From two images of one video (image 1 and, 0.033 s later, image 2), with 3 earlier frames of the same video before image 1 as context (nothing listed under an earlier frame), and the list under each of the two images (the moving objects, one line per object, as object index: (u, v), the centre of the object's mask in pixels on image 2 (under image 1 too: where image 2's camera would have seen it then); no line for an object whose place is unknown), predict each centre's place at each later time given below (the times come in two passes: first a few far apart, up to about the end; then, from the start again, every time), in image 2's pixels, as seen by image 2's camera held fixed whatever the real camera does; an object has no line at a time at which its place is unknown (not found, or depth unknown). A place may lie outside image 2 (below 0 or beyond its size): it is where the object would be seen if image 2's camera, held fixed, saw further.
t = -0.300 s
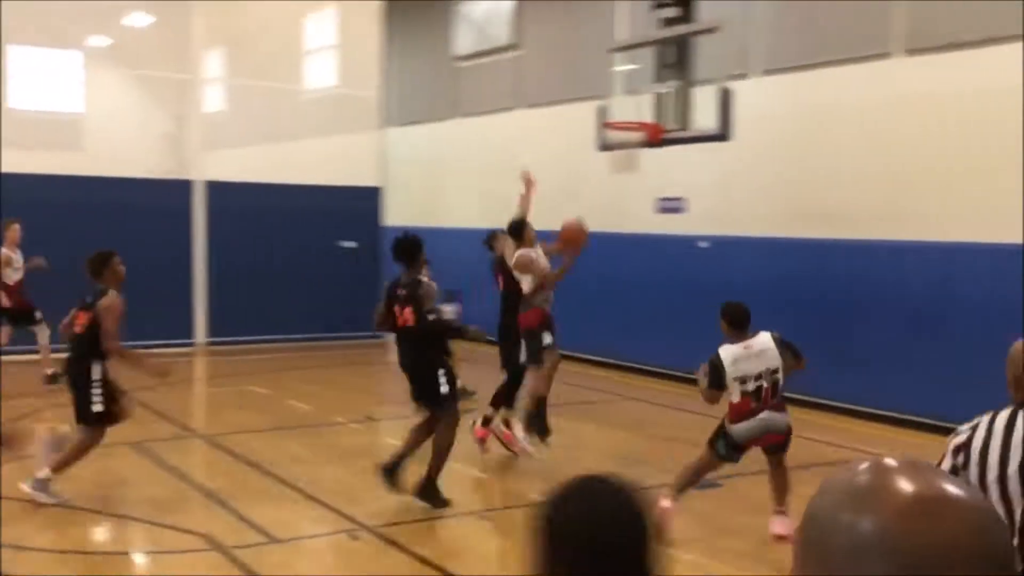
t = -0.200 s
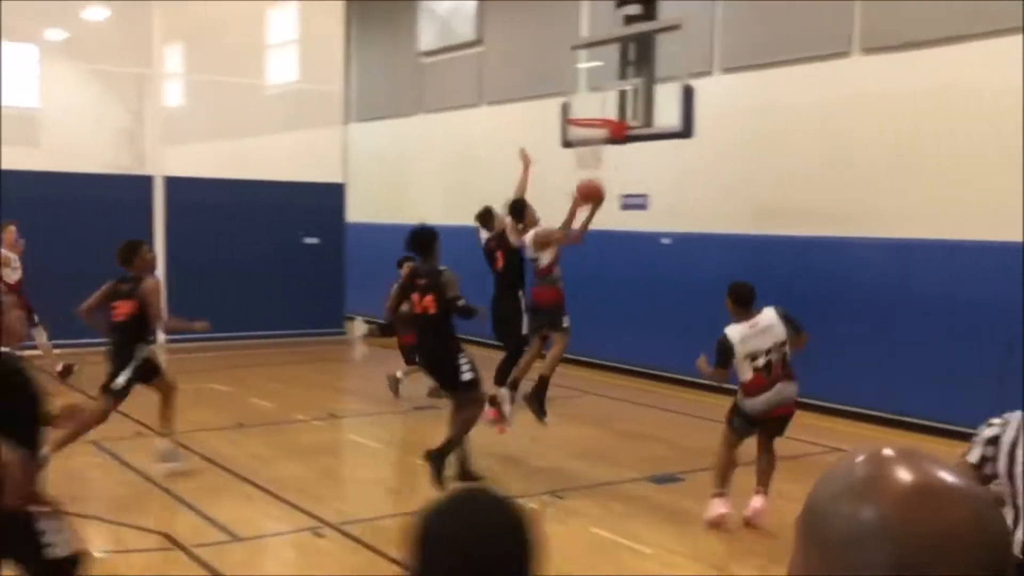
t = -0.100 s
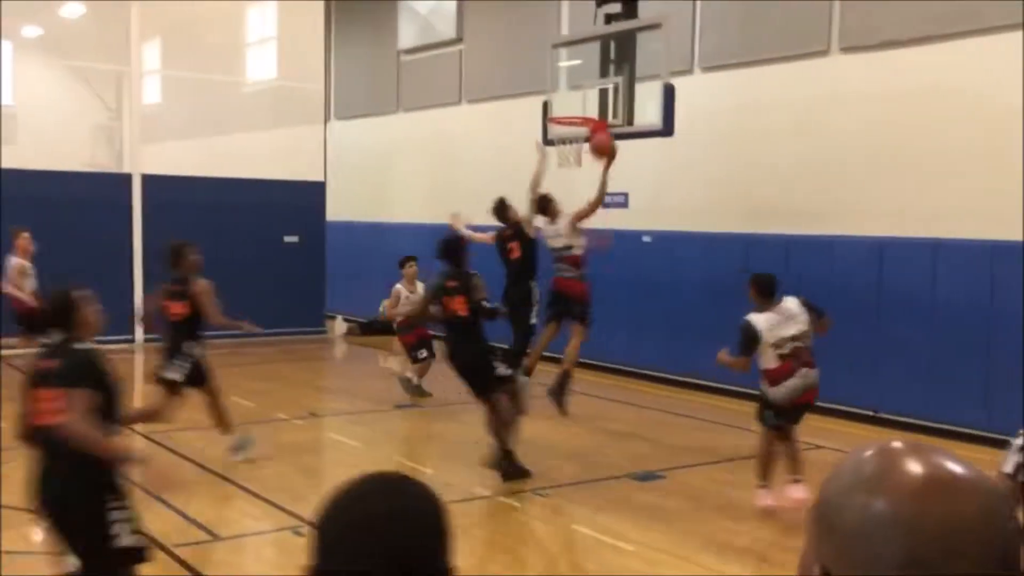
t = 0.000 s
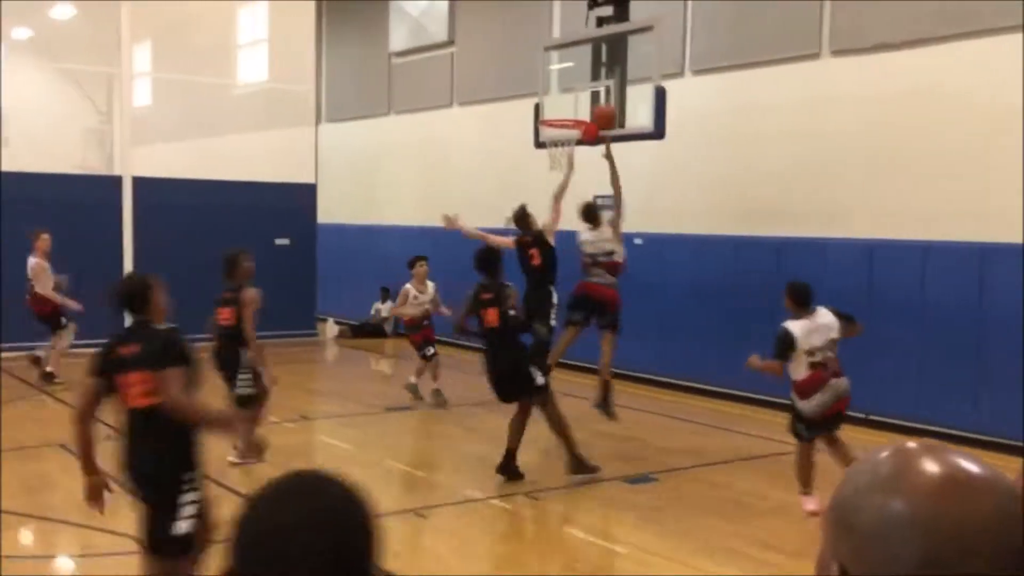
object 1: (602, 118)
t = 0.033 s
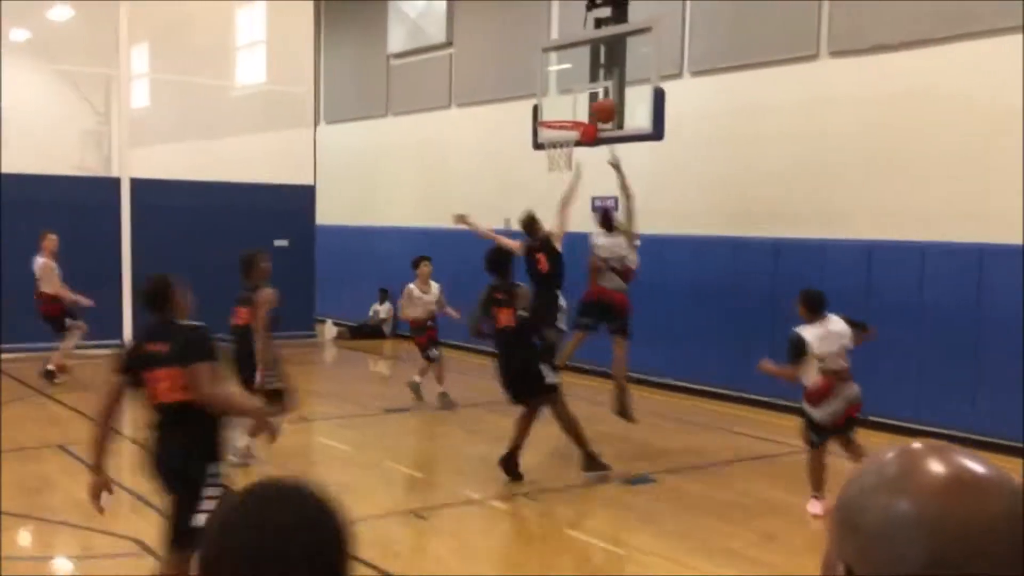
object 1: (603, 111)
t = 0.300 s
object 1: (585, 85)
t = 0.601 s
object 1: (525, 108)
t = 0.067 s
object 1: (605, 104)
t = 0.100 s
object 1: (606, 99)
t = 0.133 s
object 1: (607, 95)
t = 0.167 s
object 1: (609, 92)
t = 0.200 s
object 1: (608, 89)
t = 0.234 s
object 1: (601, 86)
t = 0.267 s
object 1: (593, 85)
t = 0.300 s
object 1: (585, 85)
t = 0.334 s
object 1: (577, 86)
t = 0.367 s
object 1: (570, 88)
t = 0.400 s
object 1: (563, 91)
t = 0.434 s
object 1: (556, 95)
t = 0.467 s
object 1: (548, 101)
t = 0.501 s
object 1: (540, 108)
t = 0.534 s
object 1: (534, 109)
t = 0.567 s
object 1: (530, 108)
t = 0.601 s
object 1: (525, 108)
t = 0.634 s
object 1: (519, 108)
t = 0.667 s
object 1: (514, 110)
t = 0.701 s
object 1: (509, 112)
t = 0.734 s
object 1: (504, 117)
